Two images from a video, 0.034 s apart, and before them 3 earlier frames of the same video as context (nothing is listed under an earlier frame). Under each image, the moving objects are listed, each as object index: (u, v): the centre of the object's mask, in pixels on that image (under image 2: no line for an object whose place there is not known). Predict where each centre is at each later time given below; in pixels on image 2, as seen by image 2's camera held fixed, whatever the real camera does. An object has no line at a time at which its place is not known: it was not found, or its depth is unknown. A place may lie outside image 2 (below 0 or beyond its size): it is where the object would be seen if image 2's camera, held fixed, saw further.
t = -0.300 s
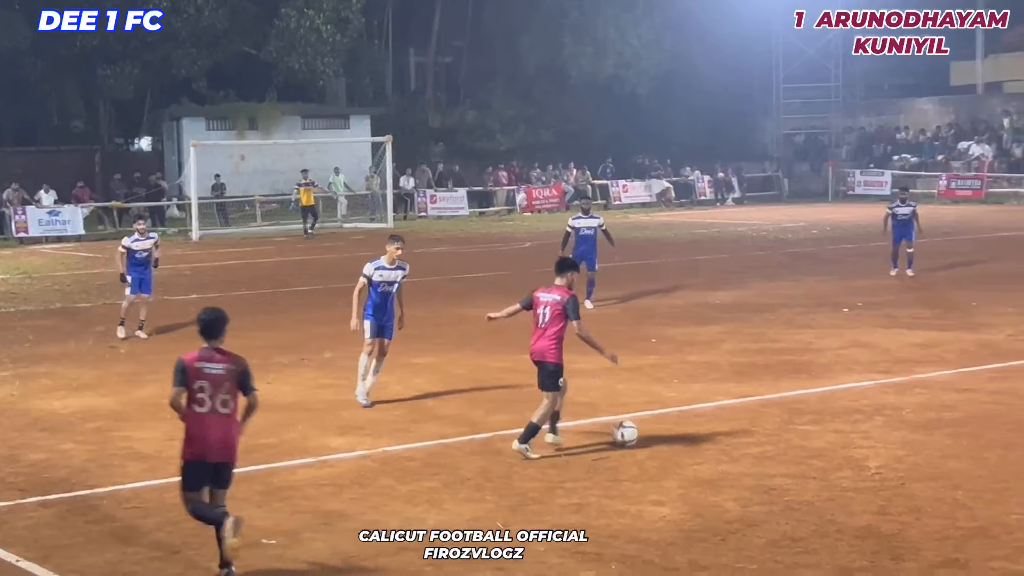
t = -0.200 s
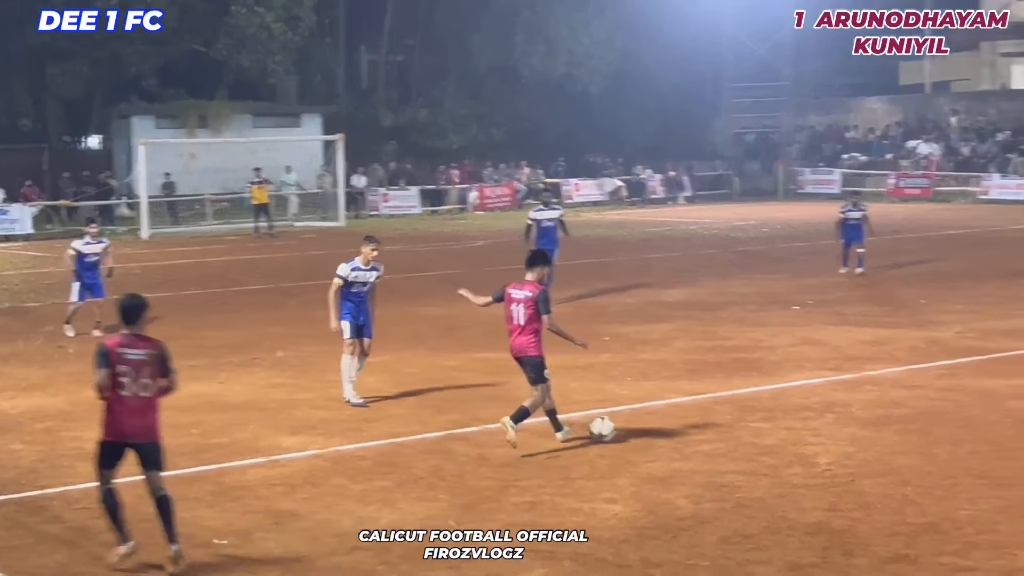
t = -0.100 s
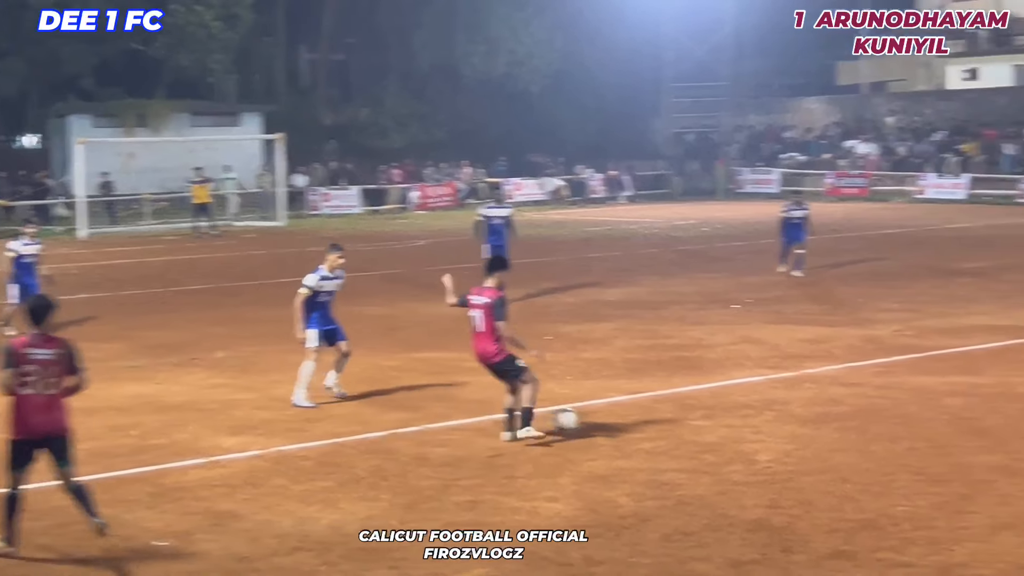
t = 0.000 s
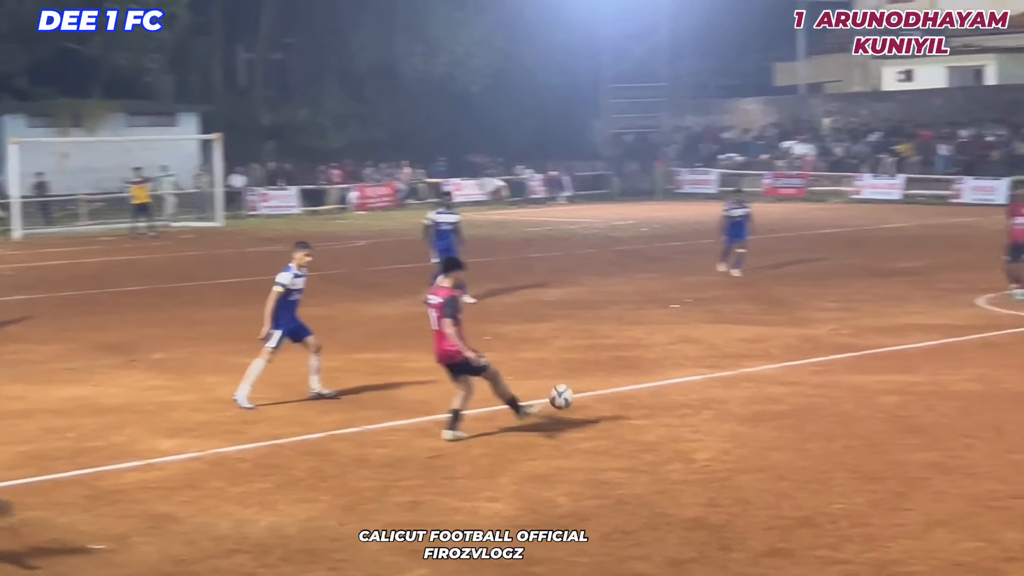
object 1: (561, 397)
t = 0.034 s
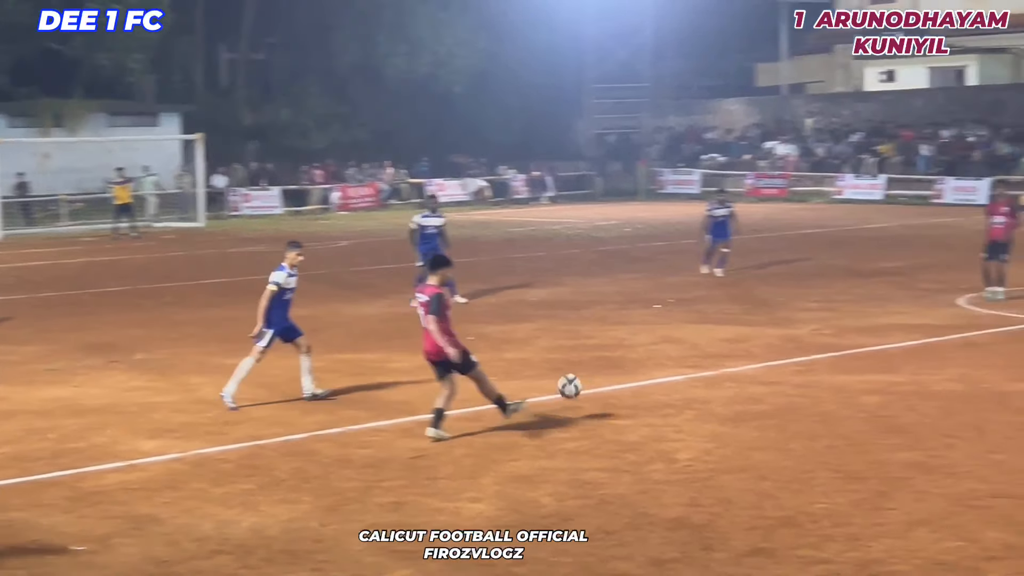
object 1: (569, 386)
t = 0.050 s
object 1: (581, 382)
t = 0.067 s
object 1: (593, 378)
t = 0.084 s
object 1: (605, 375)
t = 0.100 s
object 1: (616, 371)
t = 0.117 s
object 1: (627, 368)
